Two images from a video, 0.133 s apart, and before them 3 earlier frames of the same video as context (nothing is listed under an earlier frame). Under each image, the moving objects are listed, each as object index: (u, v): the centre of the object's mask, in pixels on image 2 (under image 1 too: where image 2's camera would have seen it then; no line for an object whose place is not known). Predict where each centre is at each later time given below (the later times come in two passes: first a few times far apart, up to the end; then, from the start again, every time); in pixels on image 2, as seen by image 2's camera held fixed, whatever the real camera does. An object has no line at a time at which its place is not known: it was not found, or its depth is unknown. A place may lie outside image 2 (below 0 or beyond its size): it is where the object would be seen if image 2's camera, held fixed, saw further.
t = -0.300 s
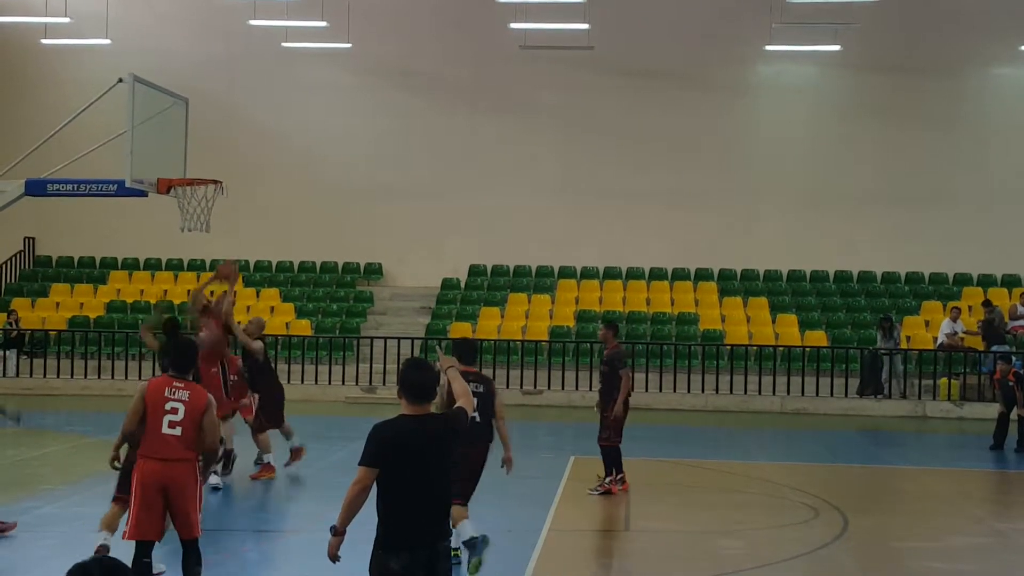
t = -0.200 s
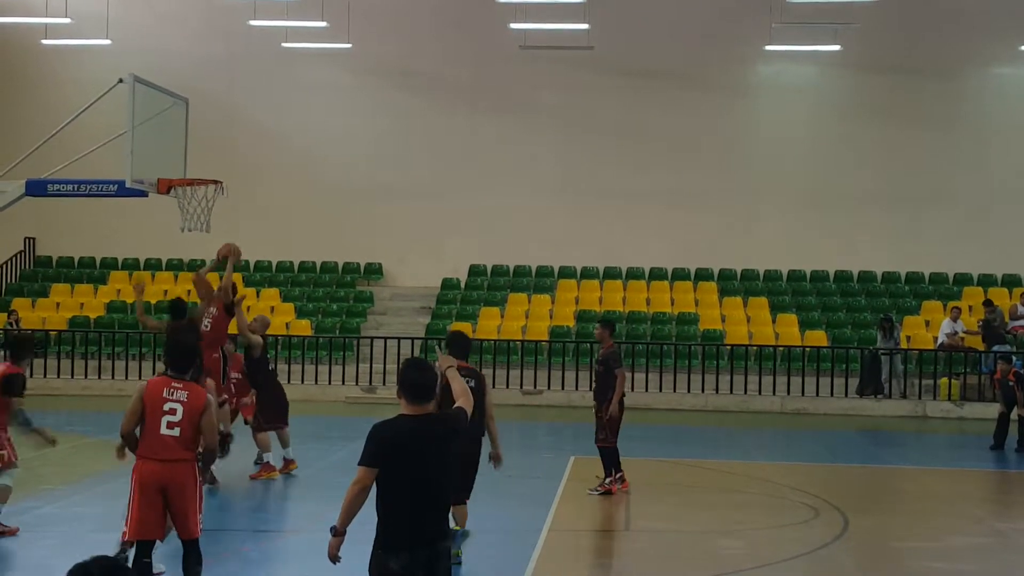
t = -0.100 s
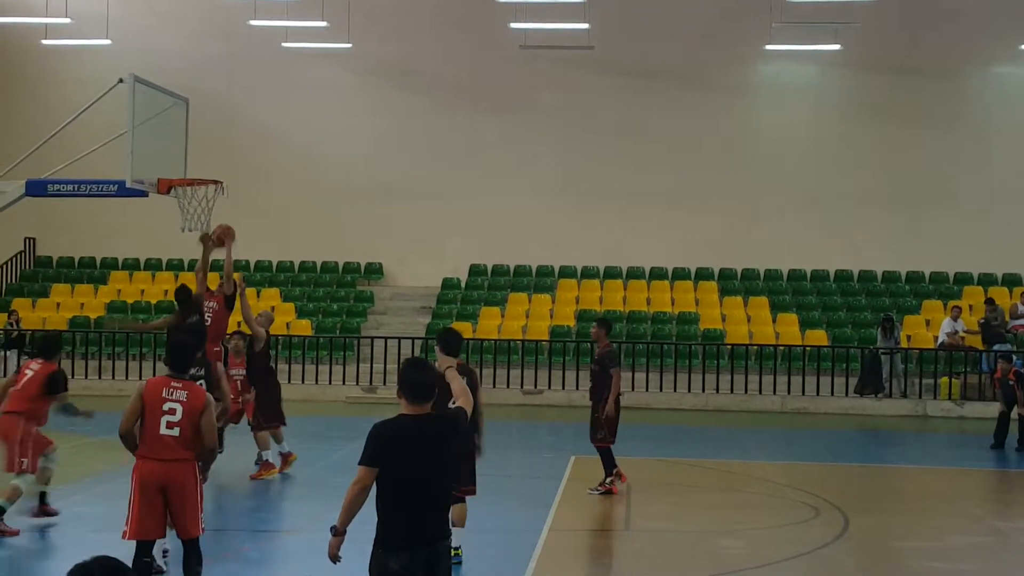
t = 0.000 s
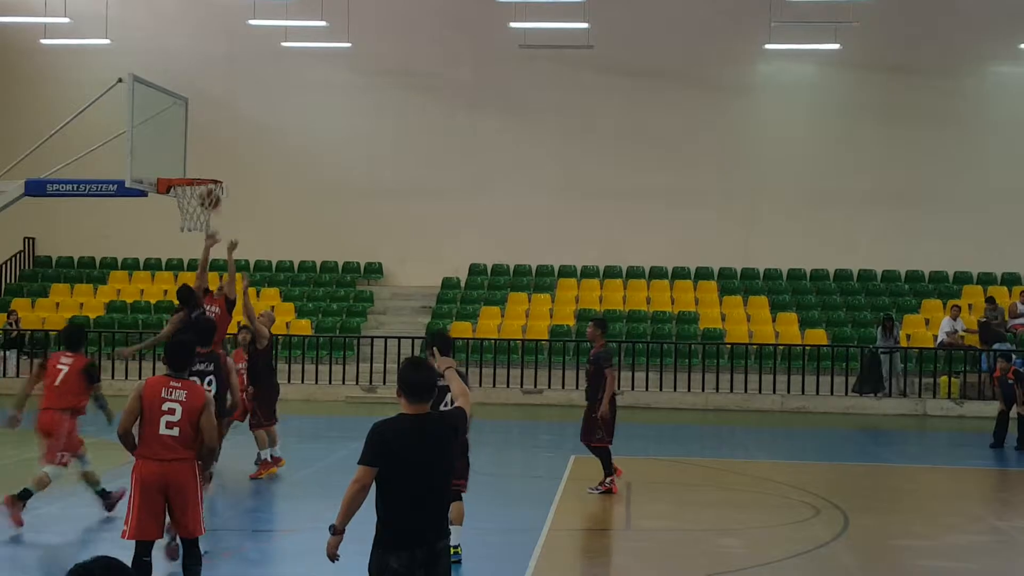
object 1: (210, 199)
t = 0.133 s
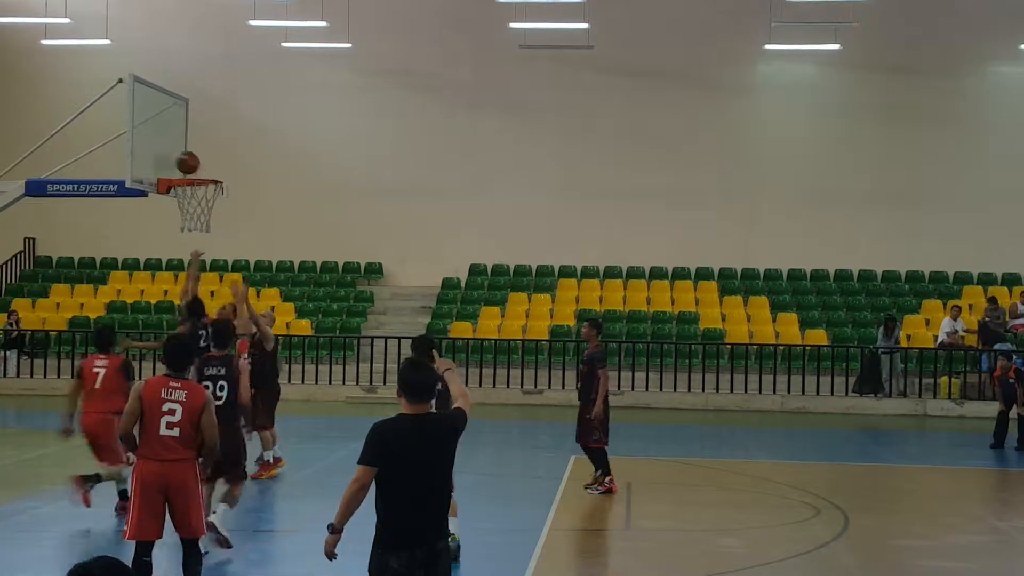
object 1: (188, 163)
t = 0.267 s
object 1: (193, 154)
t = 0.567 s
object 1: (207, 197)
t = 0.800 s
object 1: (209, 246)
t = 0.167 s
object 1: (188, 159)
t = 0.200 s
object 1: (190, 156)
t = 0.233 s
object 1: (191, 155)
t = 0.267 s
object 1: (193, 154)
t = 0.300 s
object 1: (194, 155)
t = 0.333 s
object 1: (196, 157)
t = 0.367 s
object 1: (197, 159)
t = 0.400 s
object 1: (199, 163)
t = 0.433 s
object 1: (201, 168)
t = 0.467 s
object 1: (202, 171)
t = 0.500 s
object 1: (204, 181)
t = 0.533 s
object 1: (206, 190)
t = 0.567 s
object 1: (207, 197)
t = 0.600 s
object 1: (208, 203)
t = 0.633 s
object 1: (208, 208)
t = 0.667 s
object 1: (208, 213)
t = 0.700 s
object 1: (208, 220)
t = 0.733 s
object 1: (208, 228)
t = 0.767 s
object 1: (208, 236)
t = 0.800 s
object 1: (209, 246)
